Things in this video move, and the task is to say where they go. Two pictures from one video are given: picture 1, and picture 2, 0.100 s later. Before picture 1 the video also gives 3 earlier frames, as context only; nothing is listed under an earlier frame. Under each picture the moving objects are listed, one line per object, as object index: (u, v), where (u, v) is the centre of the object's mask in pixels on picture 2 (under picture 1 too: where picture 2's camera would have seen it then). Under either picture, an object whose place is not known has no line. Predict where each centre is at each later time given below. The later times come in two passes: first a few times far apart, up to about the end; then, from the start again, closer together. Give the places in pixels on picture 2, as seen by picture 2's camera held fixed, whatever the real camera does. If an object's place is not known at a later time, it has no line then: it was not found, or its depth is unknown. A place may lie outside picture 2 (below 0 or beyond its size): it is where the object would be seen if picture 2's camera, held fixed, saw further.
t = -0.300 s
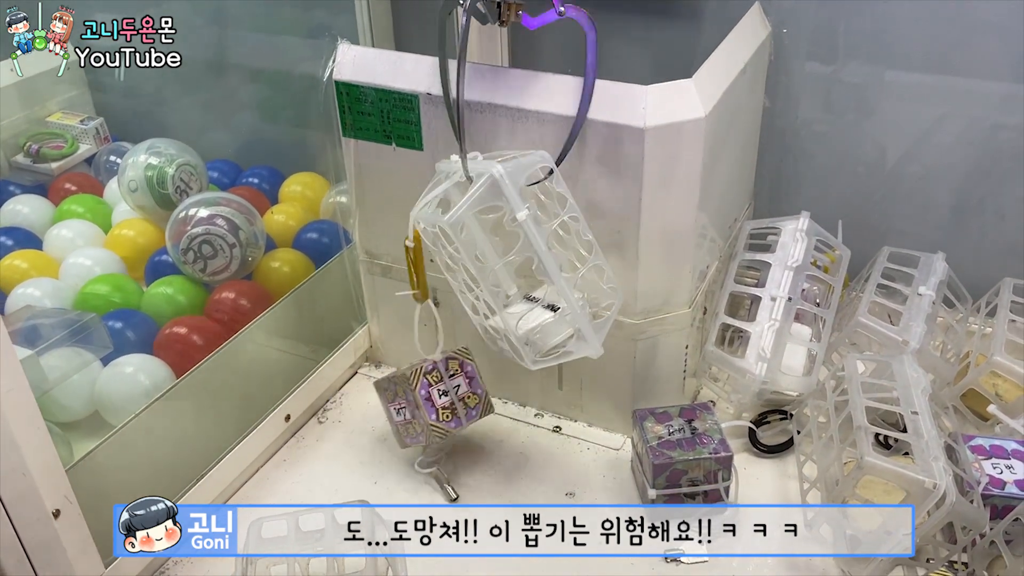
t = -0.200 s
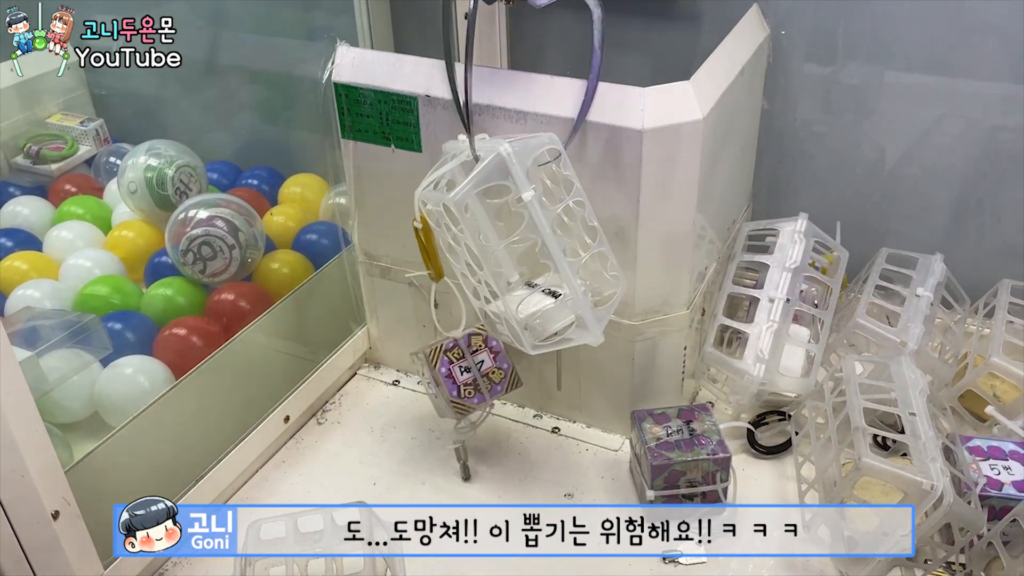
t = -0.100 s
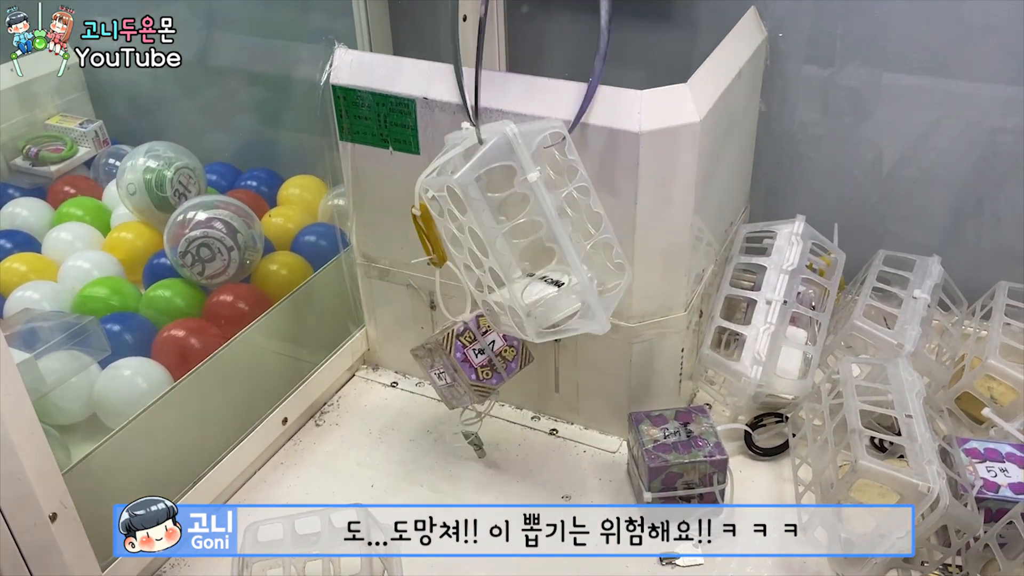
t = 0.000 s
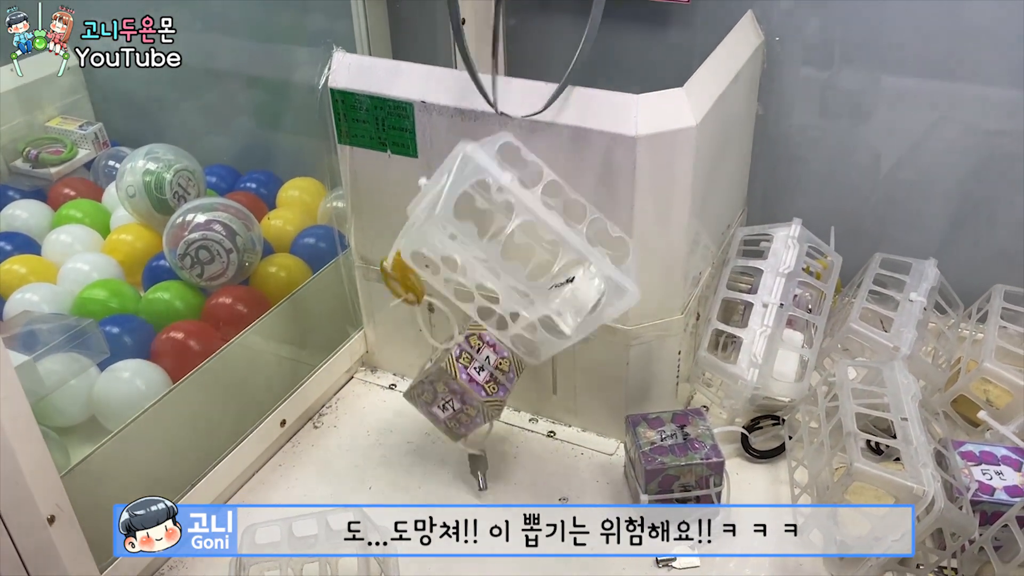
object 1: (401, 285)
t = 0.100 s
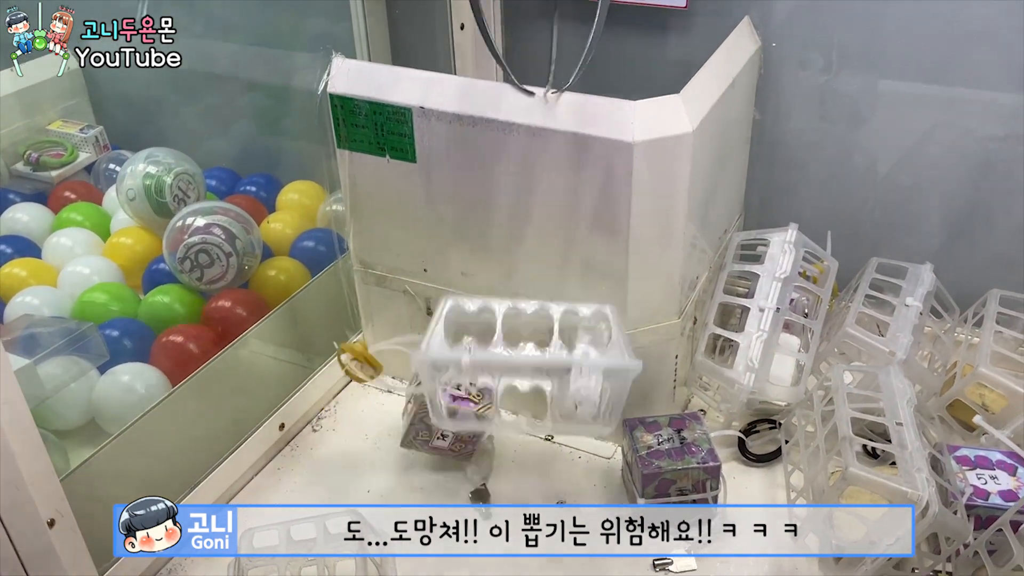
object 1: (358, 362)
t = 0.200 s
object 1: (349, 456)
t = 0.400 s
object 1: (347, 450)
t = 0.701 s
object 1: (362, 460)
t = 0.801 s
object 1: (365, 459)
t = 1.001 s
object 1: (366, 459)
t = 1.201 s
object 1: (366, 459)
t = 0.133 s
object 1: (344, 370)
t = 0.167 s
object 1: (347, 409)
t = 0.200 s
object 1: (349, 456)
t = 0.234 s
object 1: (353, 441)
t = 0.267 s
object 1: (348, 432)
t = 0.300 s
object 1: (341, 437)
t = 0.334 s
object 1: (340, 444)
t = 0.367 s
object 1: (342, 447)
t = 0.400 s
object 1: (347, 450)
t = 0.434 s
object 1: (354, 451)
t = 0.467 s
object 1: (358, 455)
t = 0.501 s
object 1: (364, 459)
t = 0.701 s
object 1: (362, 460)
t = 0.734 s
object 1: (363, 459)
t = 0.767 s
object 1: (363, 458)
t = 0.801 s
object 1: (365, 459)
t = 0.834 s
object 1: (365, 460)
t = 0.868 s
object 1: (366, 460)
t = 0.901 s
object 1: (366, 458)
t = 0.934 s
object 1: (365, 458)
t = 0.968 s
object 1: (366, 459)
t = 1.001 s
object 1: (366, 459)
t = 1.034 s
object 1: (366, 459)
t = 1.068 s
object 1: (366, 459)
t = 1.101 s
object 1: (366, 459)
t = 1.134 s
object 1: (366, 459)
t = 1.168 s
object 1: (366, 459)
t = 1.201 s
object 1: (366, 459)
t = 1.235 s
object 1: (366, 459)
